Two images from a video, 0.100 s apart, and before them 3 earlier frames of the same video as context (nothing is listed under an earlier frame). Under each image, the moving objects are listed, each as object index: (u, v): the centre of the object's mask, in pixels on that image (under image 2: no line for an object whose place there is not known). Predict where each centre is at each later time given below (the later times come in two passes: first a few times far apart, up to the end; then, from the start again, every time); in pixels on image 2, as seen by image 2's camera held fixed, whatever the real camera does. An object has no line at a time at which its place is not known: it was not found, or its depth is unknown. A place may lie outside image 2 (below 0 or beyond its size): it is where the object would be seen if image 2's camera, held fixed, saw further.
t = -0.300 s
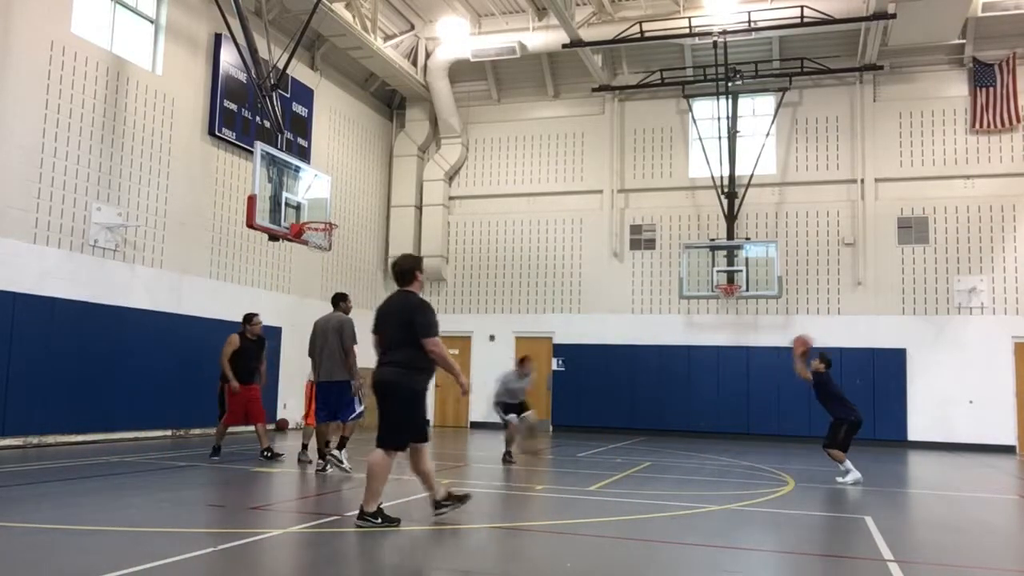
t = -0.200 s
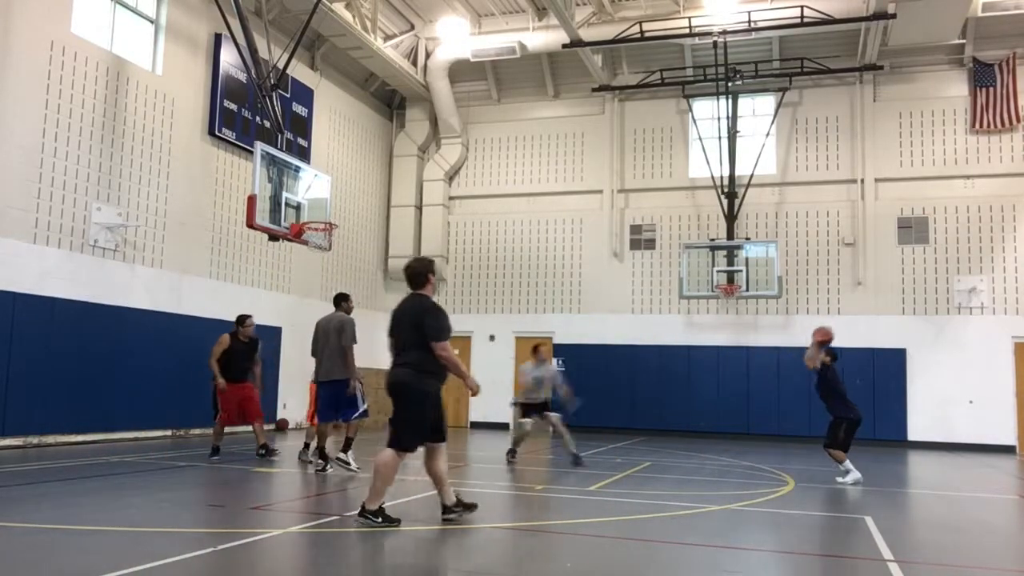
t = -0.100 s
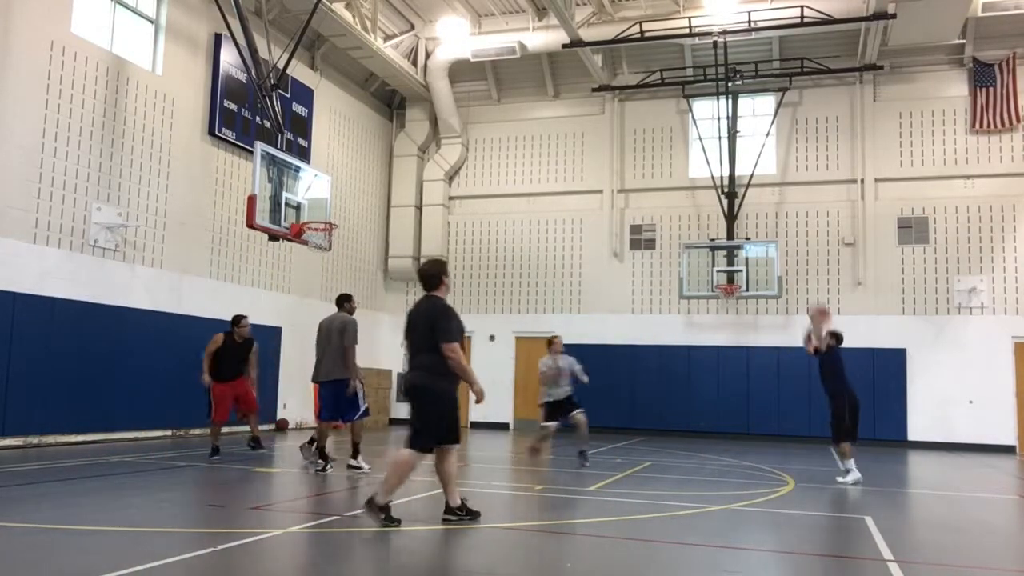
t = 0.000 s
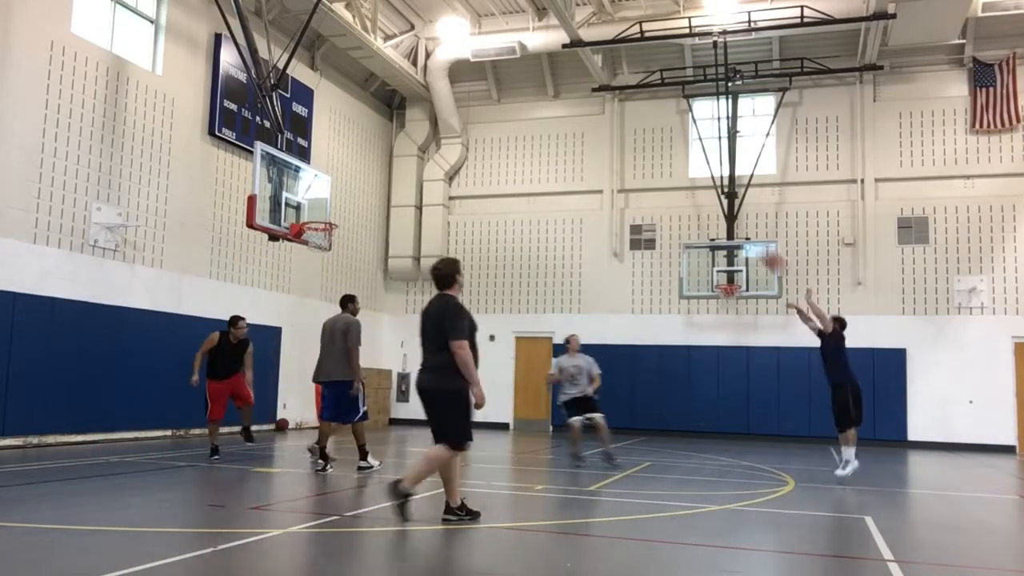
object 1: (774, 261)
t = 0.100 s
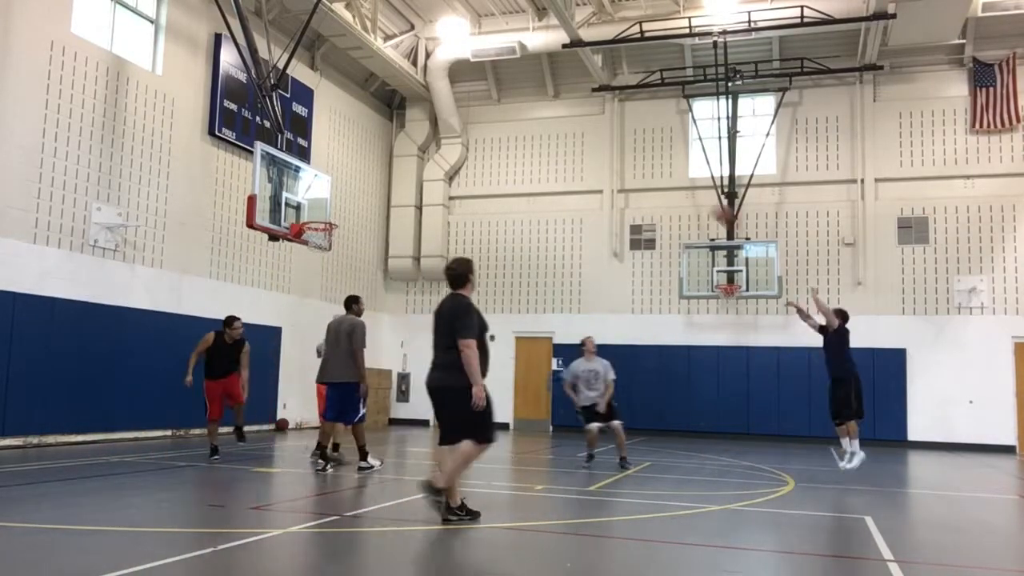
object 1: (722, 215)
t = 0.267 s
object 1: (645, 159)
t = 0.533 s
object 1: (532, 122)
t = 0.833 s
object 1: (416, 145)
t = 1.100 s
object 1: (315, 213)
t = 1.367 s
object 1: (333, 171)
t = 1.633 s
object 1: (365, 167)
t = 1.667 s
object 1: (368, 170)
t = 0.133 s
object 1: (705, 200)
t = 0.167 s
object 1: (690, 189)
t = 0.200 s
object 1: (676, 178)
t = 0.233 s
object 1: (660, 168)
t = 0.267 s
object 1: (645, 159)
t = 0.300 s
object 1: (631, 152)
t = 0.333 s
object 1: (616, 145)
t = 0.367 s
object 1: (602, 139)
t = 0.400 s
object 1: (588, 134)
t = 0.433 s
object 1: (574, 130)
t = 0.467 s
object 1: (559, 126)
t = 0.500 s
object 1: (546, 124)
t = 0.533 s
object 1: (532, 122)
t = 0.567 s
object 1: (518, 122)
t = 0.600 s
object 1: (506, 122)
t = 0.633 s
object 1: (492, 123)
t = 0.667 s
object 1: (480, 124)
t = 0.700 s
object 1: (467, 126)
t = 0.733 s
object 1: (454, 130)
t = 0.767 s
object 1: (440, 135)
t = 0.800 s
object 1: (428, 137)
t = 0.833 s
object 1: (416, 145)
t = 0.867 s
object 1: (403, 150)
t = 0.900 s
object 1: (389, 160)
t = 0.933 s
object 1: (378, 165)
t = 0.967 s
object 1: (365, 174)
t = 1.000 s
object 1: (353, 183)
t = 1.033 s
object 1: (341, 192)
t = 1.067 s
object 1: (330, 202)
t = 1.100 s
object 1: (315, 213)
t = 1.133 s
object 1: (308, 216)
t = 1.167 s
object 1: (307, 207)
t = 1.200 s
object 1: (311, 200)
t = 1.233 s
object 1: (315, 193)
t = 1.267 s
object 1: (320, 185)
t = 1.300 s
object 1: (325, 179)
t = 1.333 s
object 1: (329, 175)
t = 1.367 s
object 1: (333, 171)
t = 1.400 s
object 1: (337, 168)
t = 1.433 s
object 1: (341, 165)
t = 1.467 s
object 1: (345, 164)
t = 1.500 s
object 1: (349, 163)
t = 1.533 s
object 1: (353, 163)
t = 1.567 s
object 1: (357, 163)
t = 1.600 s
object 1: (361, 165)
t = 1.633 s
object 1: (365, 167)
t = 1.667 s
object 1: (368, 170)
